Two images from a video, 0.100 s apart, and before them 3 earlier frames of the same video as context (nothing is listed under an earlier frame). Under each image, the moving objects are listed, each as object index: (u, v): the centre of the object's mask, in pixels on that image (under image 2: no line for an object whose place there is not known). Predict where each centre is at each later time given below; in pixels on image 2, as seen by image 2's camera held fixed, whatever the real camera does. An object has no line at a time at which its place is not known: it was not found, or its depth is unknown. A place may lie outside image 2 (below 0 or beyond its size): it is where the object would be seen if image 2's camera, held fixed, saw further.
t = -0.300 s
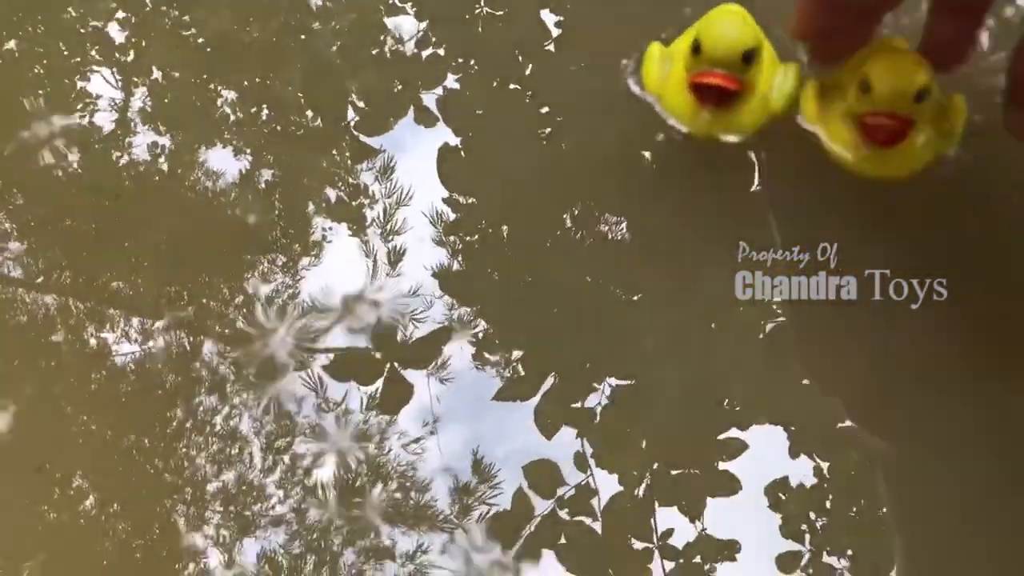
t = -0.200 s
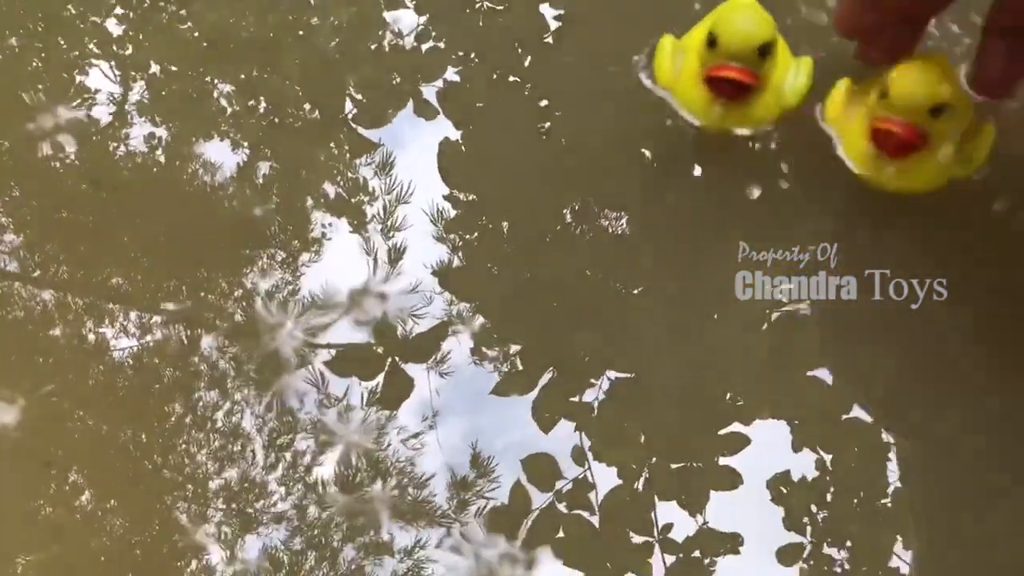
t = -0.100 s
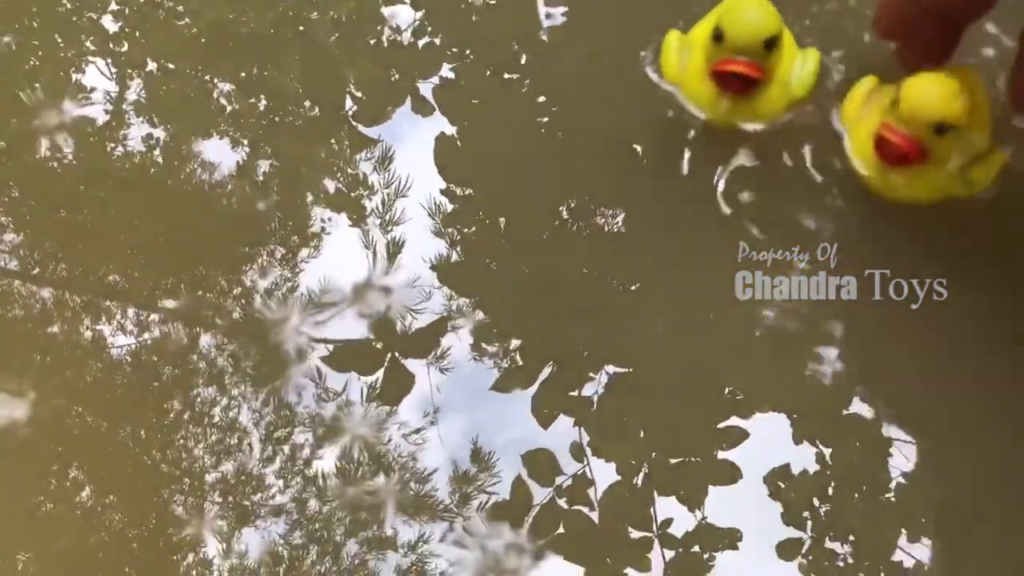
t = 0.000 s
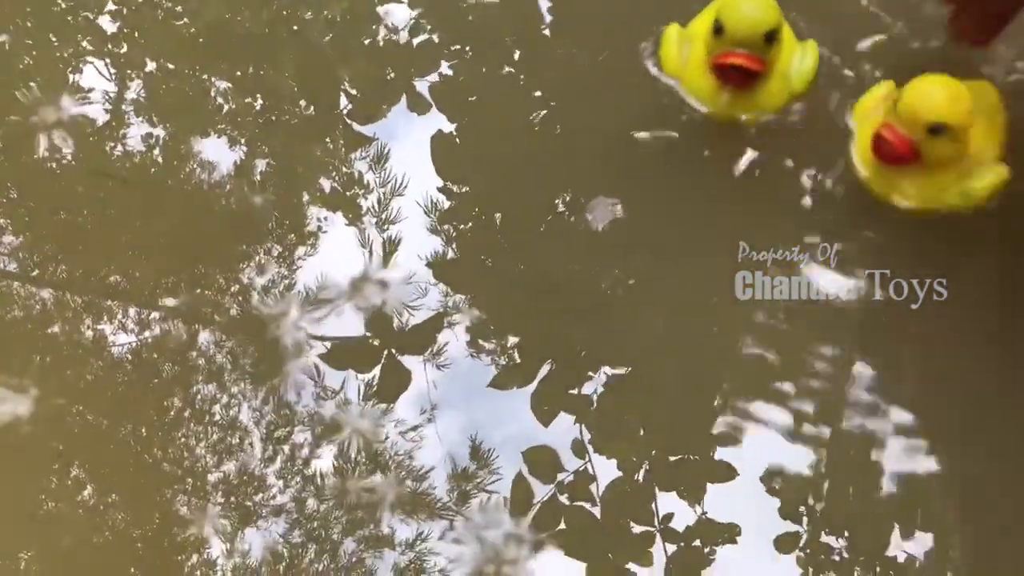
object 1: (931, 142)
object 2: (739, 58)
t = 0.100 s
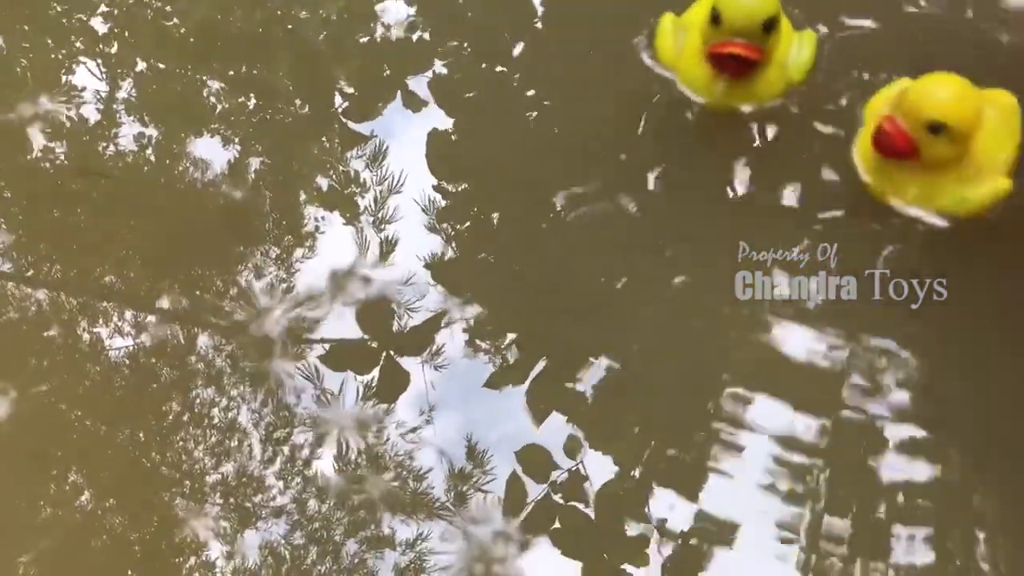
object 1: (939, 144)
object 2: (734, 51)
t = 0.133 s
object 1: (943, 146)
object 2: (734, 48)
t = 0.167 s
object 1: (946, 148)
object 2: (735, 46)
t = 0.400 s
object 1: (970, 169)
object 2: (752, 37)
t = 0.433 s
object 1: (974, 176)
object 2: (757, 39)
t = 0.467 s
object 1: (977, 183)
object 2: (760, 40)
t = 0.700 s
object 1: (985, 224)
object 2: (768, 48)
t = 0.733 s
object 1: (985, 225)
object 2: (766, 45)
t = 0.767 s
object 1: (982, 224)
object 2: (764, 41)
